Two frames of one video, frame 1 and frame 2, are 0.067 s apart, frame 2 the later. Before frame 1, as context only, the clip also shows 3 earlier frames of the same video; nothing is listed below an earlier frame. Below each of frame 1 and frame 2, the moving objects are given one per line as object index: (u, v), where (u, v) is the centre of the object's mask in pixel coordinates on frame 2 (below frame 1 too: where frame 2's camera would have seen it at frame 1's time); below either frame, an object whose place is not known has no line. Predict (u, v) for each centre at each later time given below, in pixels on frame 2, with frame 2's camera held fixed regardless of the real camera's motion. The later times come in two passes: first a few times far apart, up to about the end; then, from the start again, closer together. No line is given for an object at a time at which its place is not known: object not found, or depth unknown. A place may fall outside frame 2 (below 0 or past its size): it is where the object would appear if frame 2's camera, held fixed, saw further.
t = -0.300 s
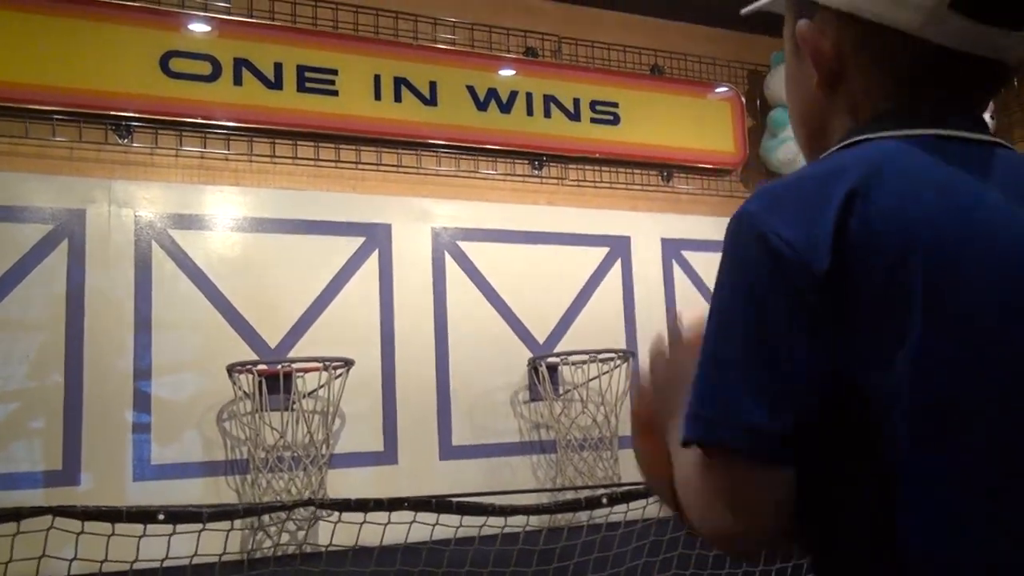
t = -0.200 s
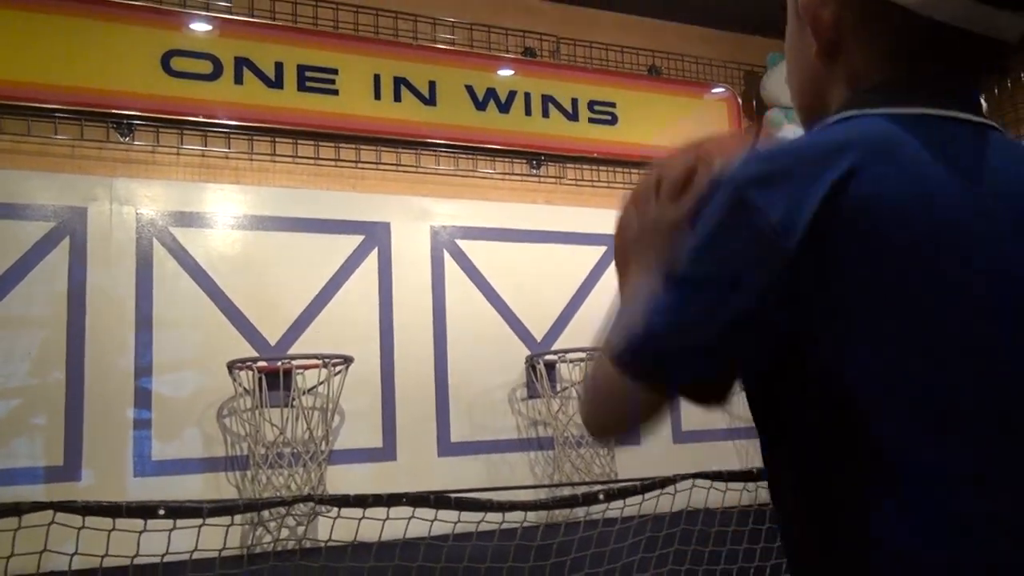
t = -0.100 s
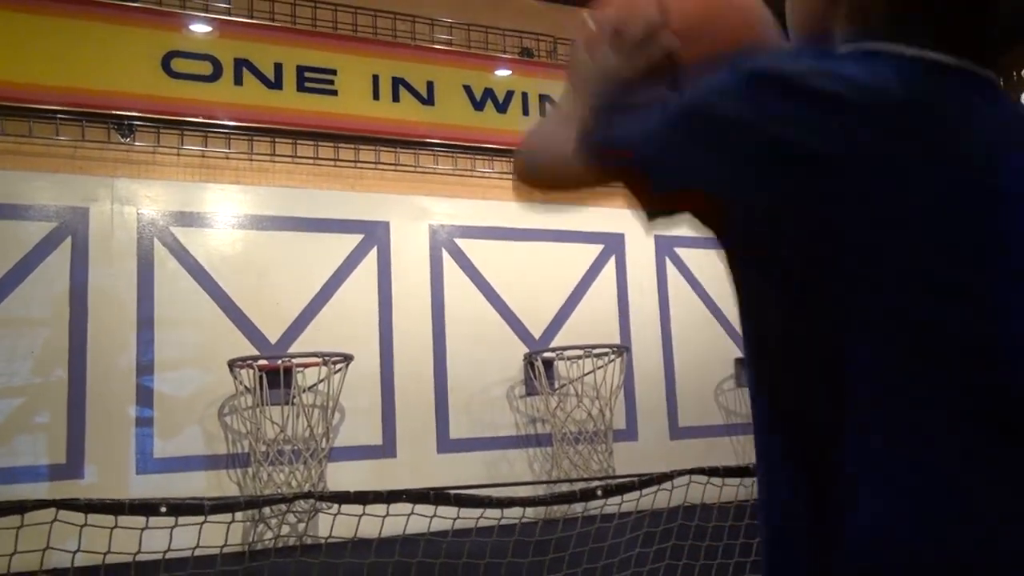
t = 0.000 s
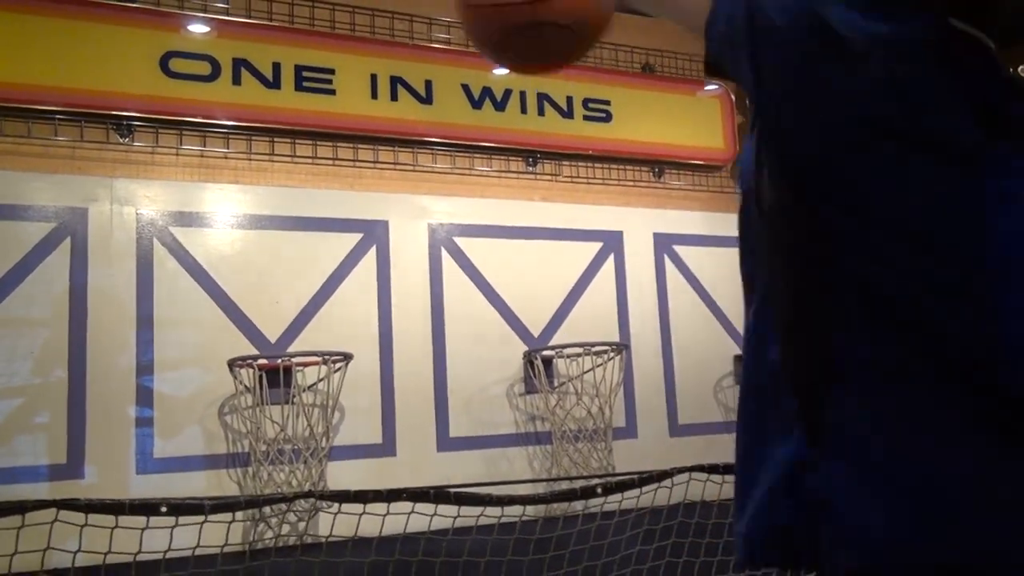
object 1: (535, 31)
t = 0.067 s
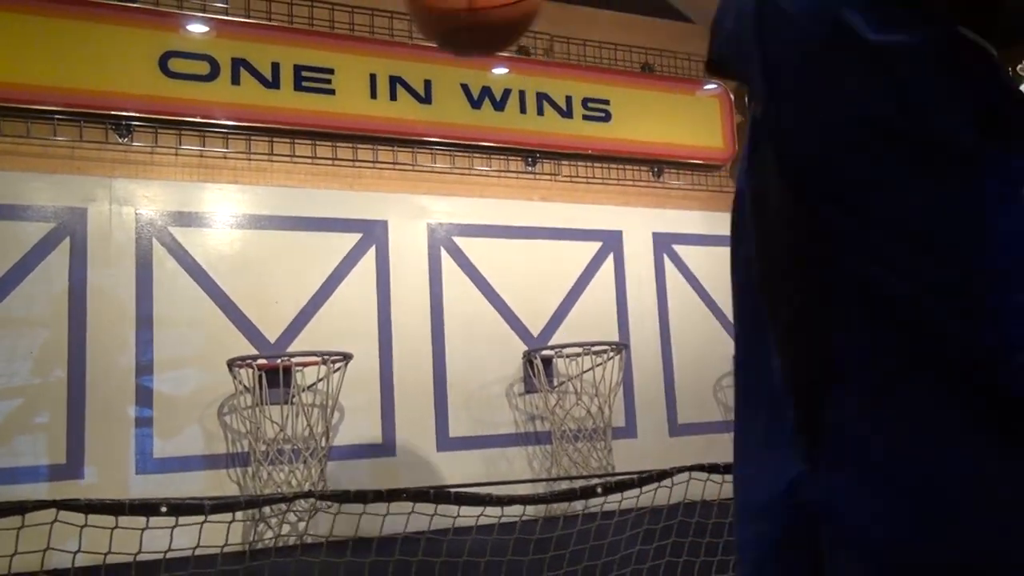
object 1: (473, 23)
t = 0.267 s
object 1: (362, 77)
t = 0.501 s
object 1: (297, 302)
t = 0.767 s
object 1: (284, 490)
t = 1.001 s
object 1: (290, 513)
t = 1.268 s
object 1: (297, 566)
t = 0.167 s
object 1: (408, 33)
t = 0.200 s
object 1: (391, 41)
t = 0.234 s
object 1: (376, 53)
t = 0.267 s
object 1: (362, 77)
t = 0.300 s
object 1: (350, 103)
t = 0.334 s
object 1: (339, 132)
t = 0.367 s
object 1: (329, 161)
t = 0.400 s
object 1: (320, 195)
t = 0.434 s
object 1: (312, 227)
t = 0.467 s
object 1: (304, 265)
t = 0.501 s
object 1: (297, 302)
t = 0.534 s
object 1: (290, 338)
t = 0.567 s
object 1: (285, 388)
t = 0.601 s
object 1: (283, 415)
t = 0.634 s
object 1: (278, 429)
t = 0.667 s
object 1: (282, 447)
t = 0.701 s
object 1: (282, 459)
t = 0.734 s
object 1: (283, 467)
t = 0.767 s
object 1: (284, 490)
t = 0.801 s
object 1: (285, 514)
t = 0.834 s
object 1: (288, 530)
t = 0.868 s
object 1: (287, 526)
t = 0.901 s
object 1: (287, 515)
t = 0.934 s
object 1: (288, 509)
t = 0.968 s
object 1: (289, 509)
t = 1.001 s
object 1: (290, 513)
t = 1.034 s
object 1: (290, 526)
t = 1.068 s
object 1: (290, 533)
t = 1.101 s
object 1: (291, 543)
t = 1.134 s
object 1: (292, 555)
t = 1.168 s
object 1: (294, 565)
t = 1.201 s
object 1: (295, 565)
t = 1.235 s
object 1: (296, 564)
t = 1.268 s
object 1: (297, 566)
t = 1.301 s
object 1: (300, 570)
